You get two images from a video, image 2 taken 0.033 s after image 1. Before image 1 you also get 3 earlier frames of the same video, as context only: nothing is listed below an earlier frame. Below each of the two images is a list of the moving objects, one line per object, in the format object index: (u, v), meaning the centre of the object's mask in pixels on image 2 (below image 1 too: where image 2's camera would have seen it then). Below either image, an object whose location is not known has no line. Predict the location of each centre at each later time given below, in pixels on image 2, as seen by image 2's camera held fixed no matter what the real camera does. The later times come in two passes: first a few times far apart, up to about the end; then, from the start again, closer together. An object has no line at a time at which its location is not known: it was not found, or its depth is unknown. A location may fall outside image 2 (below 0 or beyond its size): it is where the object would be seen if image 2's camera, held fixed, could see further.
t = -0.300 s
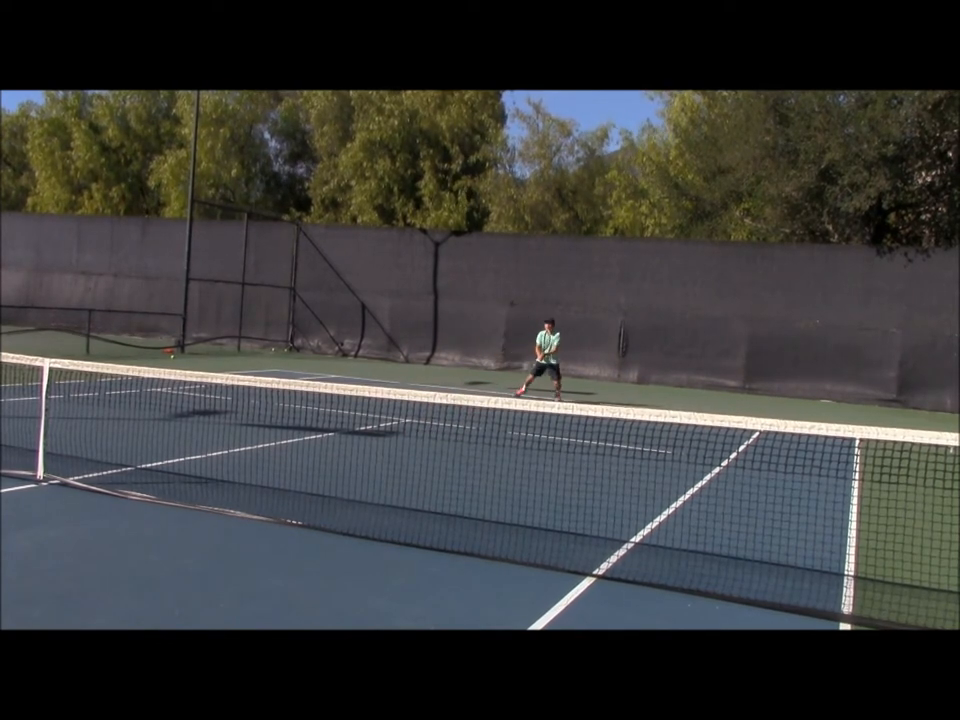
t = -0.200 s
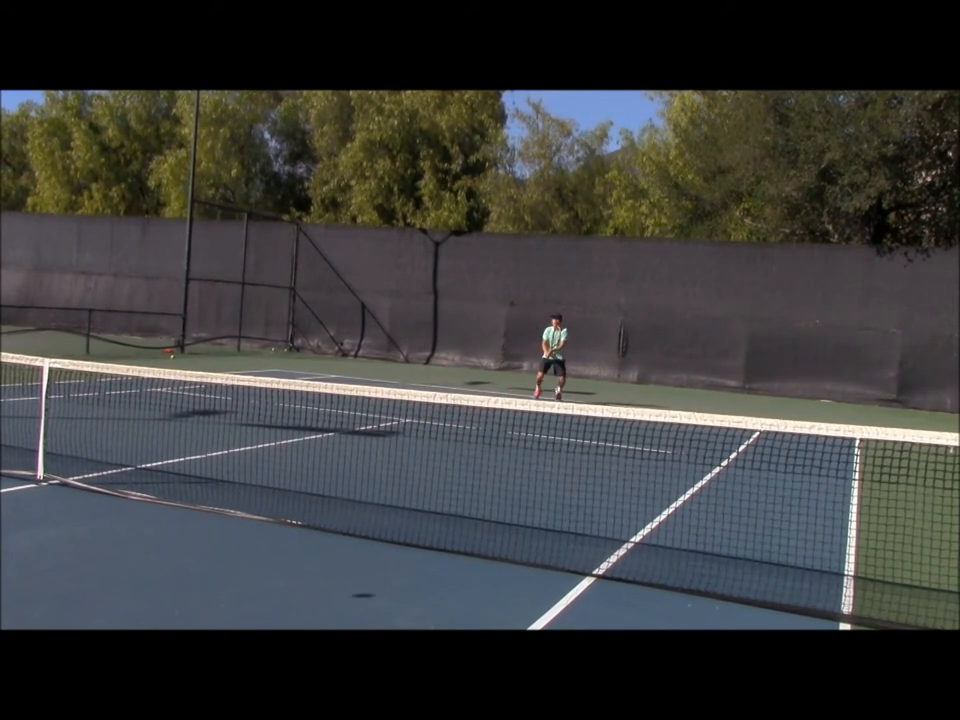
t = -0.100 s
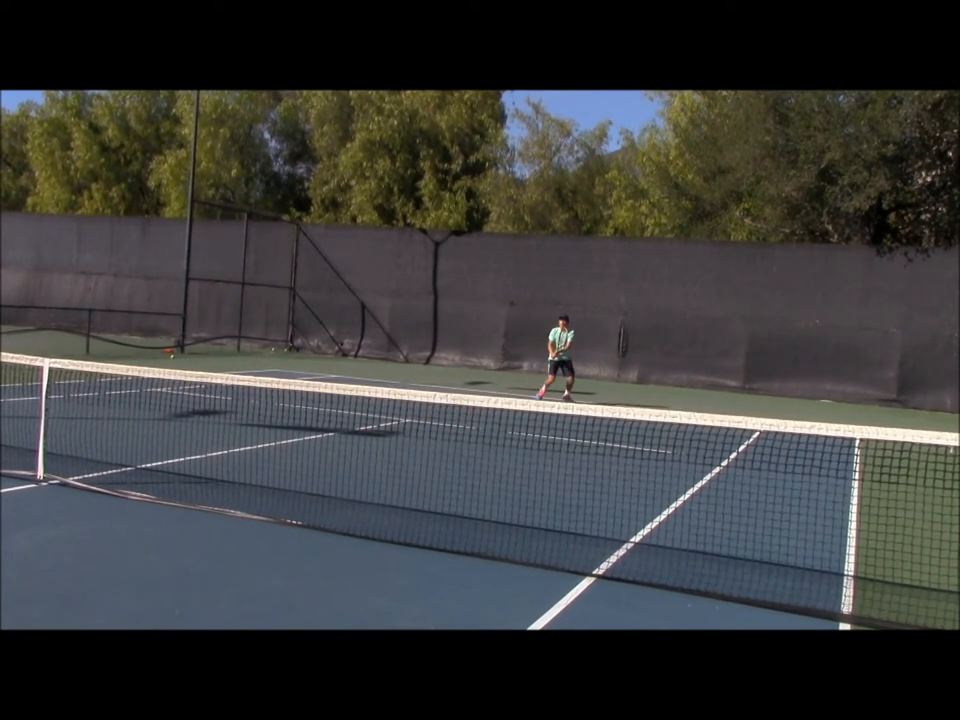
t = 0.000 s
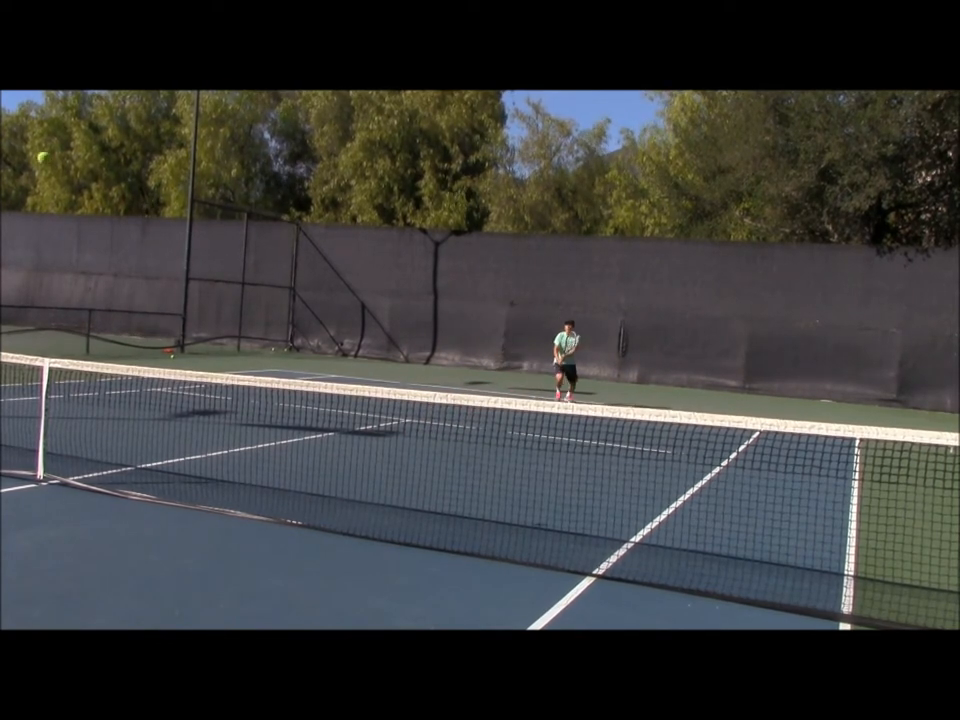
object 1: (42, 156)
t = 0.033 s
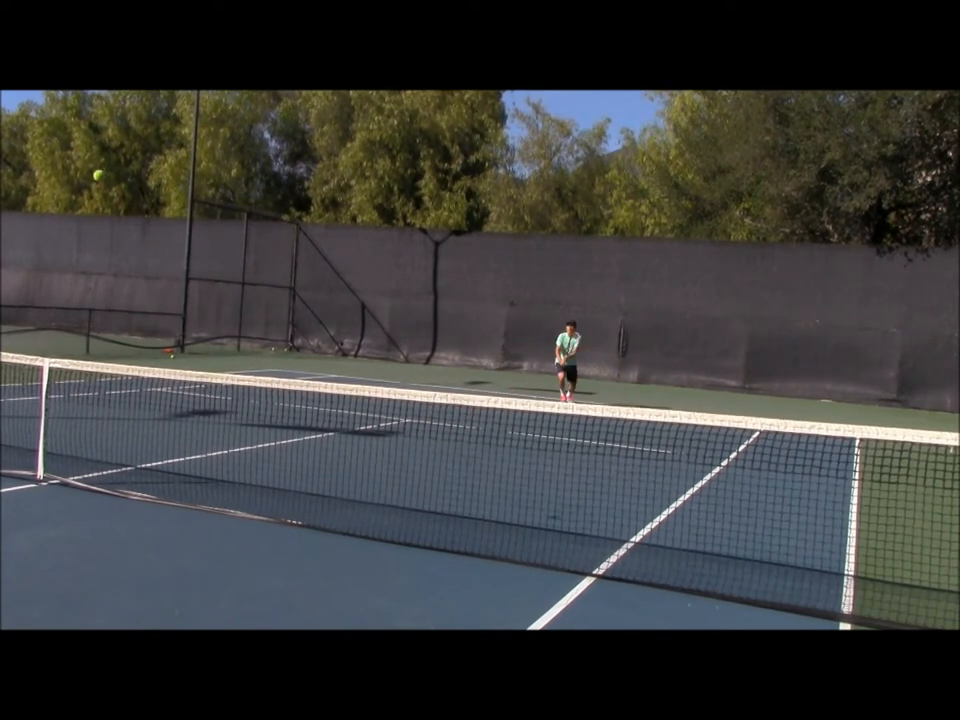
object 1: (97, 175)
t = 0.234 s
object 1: (324, 280)
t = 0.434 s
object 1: (452, 382)
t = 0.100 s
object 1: (190, 211)
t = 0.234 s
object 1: (324, 280)
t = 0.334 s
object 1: (396, 331)
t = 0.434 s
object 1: (452, 382)
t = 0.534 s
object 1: (495, 432)
